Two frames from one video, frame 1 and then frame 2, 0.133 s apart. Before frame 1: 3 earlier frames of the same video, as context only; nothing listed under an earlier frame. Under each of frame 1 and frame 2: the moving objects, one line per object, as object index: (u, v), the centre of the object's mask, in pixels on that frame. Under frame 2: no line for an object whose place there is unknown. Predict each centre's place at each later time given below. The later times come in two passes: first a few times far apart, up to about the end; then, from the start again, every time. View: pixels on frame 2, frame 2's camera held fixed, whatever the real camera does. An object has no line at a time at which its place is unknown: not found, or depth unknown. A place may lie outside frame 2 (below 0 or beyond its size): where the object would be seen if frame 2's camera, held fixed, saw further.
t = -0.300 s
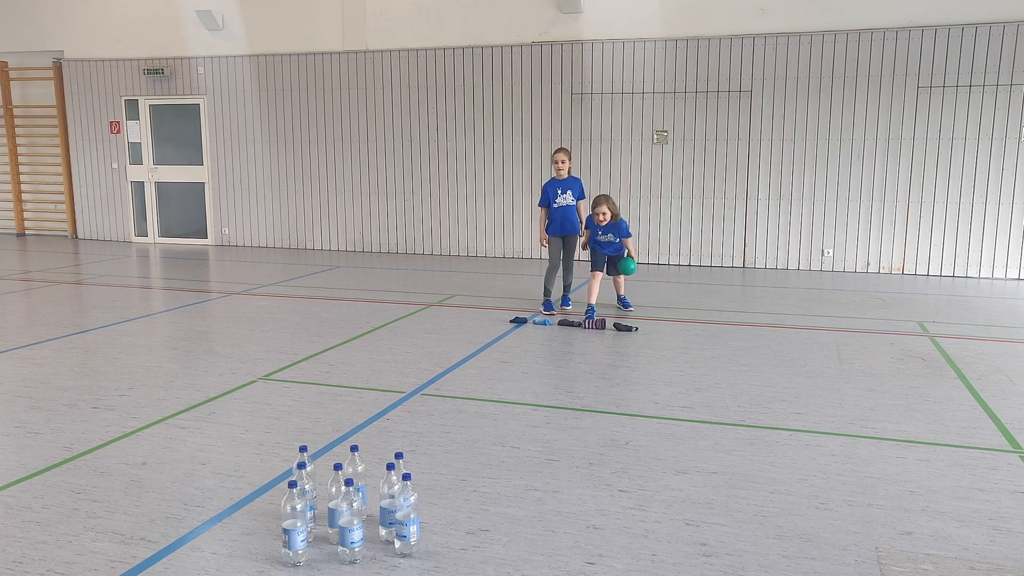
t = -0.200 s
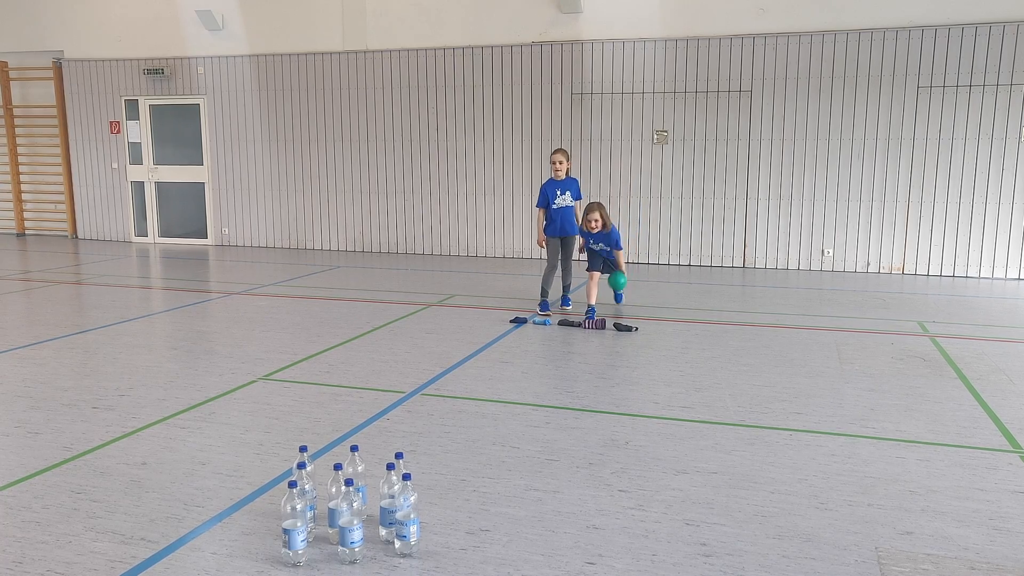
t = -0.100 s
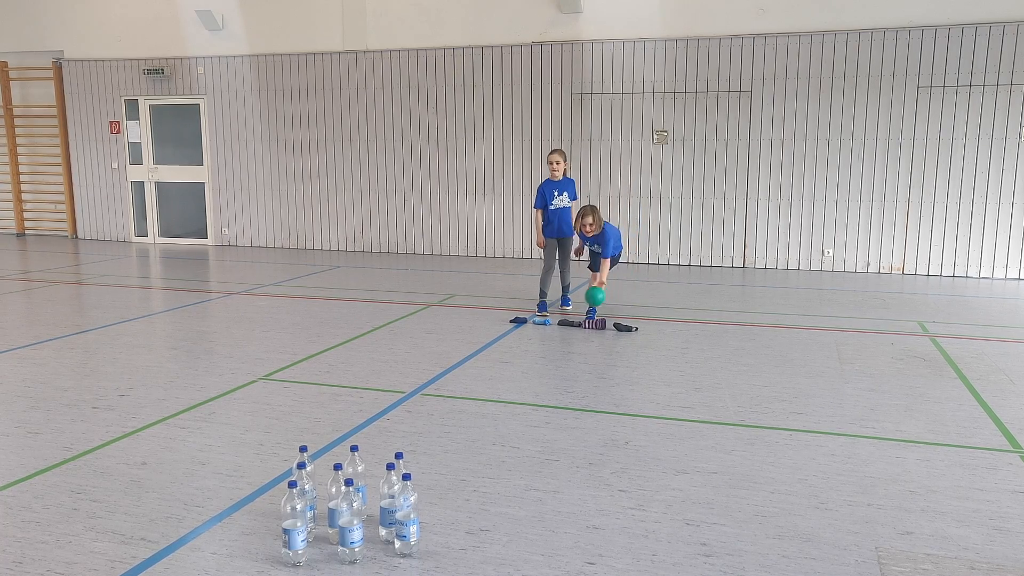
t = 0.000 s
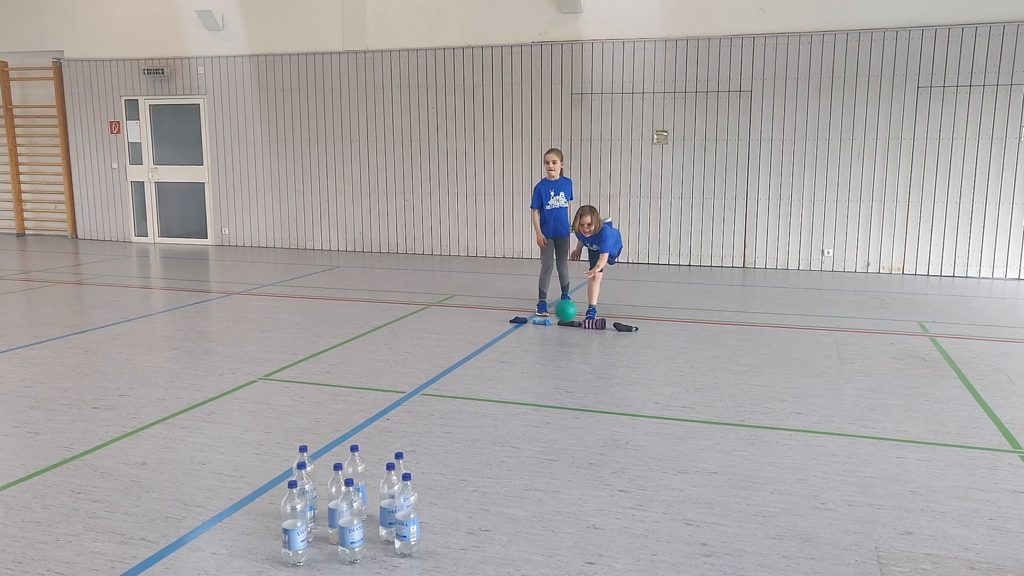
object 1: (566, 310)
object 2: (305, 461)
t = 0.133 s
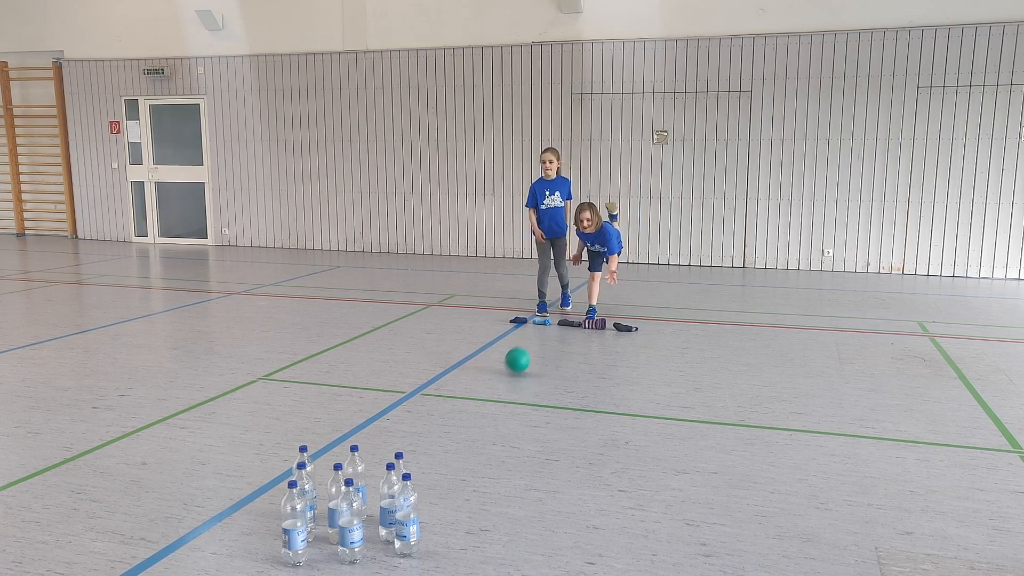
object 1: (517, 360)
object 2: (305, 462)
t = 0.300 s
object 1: (466, 361)
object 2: (305, 461)
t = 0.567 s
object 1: (356, 442)
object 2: (305, 461)
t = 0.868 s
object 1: (143, 509)
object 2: (276, 481)
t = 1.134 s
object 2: (256, 519)
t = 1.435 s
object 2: (254, 524)
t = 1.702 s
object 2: (254, 524)
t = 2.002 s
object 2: (254, 524)
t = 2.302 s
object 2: (254, 524)
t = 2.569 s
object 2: (254, 524)
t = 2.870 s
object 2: (254, 524)
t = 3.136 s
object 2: (254, 524)
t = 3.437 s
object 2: (254, 524)
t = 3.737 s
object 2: (254, 524)
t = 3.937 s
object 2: (254, 524)
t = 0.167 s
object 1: (506, 367)
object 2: (305, 461)
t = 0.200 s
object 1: (497, 362)
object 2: (306, 462)
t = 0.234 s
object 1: (487, 360)
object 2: (305, 461)
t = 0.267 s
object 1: (477, 359)
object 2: (305, 461)
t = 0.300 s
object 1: (466, 361)
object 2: (305, 461)
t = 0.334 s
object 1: (454, 364)
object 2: (305, 461)
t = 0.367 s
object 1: (442, 371)
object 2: (306, 462)
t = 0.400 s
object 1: (430, 380)
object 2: (305, 461)
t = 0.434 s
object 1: (417, 391)
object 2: (306, 462)
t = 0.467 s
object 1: (402, 406)
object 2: (305, 461)
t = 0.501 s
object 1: (387, 425)
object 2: (306, 462)
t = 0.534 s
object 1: (373, 446)
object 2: (305, 461)
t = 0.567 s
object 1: (356, 442)
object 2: (305, 461)
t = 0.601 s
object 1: (336, 444)
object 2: (305, 461)
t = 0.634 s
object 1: (320, 446)
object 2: (306, 462)
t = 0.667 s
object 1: (295, 449)
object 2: (306, 462)
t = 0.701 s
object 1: (276, 457)
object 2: (296, 463)
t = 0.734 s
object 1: (253, 459)
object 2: (291, 472)
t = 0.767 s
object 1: (228, 466)
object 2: (287, 474)
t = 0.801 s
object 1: (201, 477)
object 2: (282, 477)
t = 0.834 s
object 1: (173, 491)
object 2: (278, 479)
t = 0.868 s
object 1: (143, 509)
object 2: (276, 481)
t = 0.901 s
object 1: (109, 533)
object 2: (274, 483)
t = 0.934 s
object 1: (74, 558)
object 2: (270, 487)
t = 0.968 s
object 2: (266, 492)
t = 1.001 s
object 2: (262, 500)
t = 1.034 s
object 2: (257, 509)
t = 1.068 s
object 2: (253, 522)
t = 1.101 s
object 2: (255, 521)
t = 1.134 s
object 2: (256, 519)
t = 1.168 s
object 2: (256, 519)
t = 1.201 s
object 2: (254, 523)
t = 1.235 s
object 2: (253, 524)
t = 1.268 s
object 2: (255, 523)
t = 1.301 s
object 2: (255, 523)
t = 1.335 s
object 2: (254, 524)
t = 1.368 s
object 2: (255, 523)
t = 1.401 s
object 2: (254, 524)
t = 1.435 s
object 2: (254, 524)
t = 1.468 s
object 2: (254, 524)
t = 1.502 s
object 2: (254, 524)
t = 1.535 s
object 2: (254, 524)
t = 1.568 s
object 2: (254, 524)
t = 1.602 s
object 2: (254, 524)
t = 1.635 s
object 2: (254, 524)
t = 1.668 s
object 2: (254, 524)
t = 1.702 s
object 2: (254, 524)
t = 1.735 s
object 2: (254, 524)
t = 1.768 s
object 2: (254, 524)
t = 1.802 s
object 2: (254, 524)
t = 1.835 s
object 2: (254, 524)
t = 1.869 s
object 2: (254, 524)
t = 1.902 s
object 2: (254, 524)
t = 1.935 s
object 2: (254, 524)
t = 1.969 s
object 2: (254, 524)
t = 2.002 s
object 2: (254, 524)
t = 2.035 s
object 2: (254, 524)
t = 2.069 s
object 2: (254, 524)
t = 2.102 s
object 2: (254, 524)
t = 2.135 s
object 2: (254, 524)
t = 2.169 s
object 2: (254, 524)
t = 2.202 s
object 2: (254, 524)
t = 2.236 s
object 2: (254, 524)
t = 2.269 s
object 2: (254, 524)
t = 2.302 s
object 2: (254, 524)
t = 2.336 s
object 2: (254, 524)
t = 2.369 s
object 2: (254, 524)
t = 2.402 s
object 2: (254, 524)
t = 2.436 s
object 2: (254, 524)
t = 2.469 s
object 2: (254, 524)
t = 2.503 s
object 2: (254, 524)
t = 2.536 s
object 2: (254, 524)
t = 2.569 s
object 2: (254, 524)
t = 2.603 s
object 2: (254, 524)
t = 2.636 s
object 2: (254, 524)
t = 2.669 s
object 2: (254, 524)
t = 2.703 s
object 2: (254, 524)
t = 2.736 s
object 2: (254, 524)
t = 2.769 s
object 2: (254, 524)
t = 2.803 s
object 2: (254, 524)
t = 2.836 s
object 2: (254, 524)
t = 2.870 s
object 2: (254, 524)
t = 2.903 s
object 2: (254, 524)
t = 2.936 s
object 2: (254, 524)
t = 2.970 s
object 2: (254, 524)
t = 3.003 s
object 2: (254, 524)
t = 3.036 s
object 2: (254, 524)
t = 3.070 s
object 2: (254, 524)
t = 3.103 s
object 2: (254, 524)
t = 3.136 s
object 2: (254, 524)
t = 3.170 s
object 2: (254, 524)
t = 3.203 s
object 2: (254, 524)
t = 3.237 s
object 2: (254, 524)
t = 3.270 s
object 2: (254, 524)
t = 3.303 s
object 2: (254, 524)
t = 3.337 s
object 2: (254, 524)
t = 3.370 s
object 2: (254, 524)
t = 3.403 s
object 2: (254, 524)
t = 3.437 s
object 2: (254, 524)
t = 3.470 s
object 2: (254, 524)
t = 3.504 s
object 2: (254, 524)
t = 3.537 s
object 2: (254, 524)
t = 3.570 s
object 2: (254, 524)
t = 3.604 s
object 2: (254, 524)
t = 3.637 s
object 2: (254, 524)
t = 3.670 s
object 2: (254, 524)
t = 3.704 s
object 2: (254, 524)
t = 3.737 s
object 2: (254, 524)
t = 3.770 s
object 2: (254, 524)
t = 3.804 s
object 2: (254, 524)
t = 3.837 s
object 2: (254, 524)
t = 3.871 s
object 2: (254, 524)
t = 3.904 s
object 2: (254, 524)
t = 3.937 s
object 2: (254, 524)
